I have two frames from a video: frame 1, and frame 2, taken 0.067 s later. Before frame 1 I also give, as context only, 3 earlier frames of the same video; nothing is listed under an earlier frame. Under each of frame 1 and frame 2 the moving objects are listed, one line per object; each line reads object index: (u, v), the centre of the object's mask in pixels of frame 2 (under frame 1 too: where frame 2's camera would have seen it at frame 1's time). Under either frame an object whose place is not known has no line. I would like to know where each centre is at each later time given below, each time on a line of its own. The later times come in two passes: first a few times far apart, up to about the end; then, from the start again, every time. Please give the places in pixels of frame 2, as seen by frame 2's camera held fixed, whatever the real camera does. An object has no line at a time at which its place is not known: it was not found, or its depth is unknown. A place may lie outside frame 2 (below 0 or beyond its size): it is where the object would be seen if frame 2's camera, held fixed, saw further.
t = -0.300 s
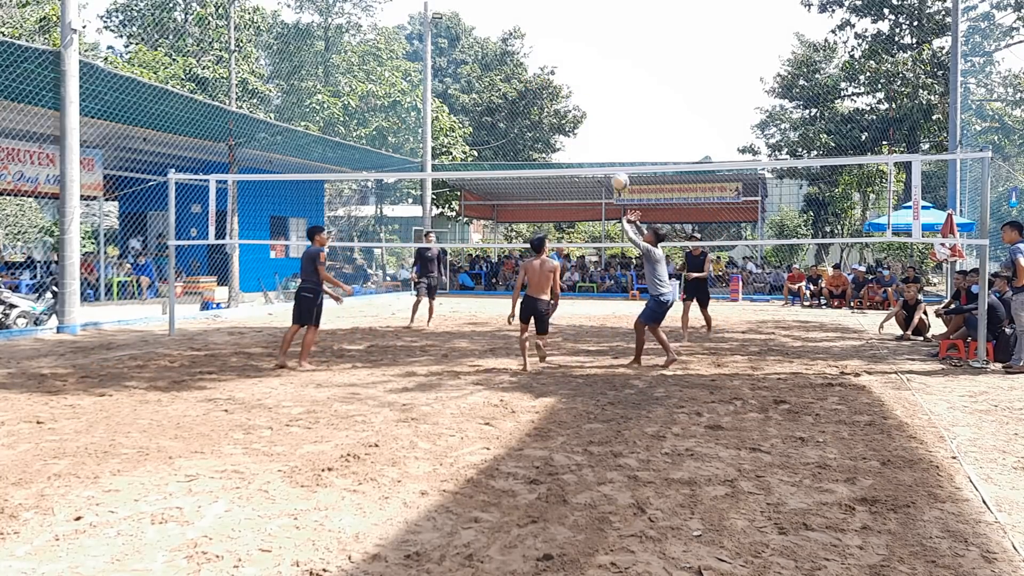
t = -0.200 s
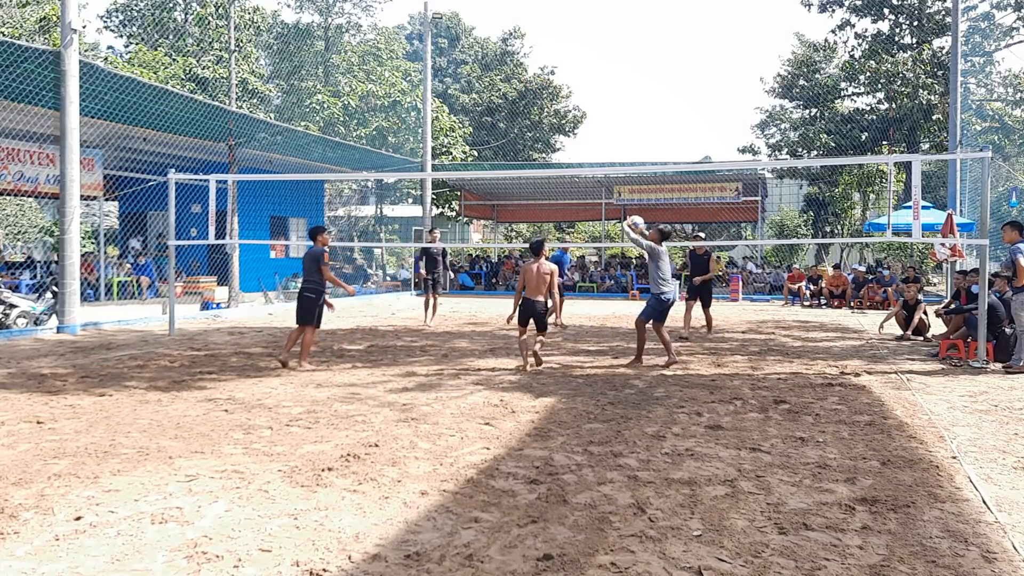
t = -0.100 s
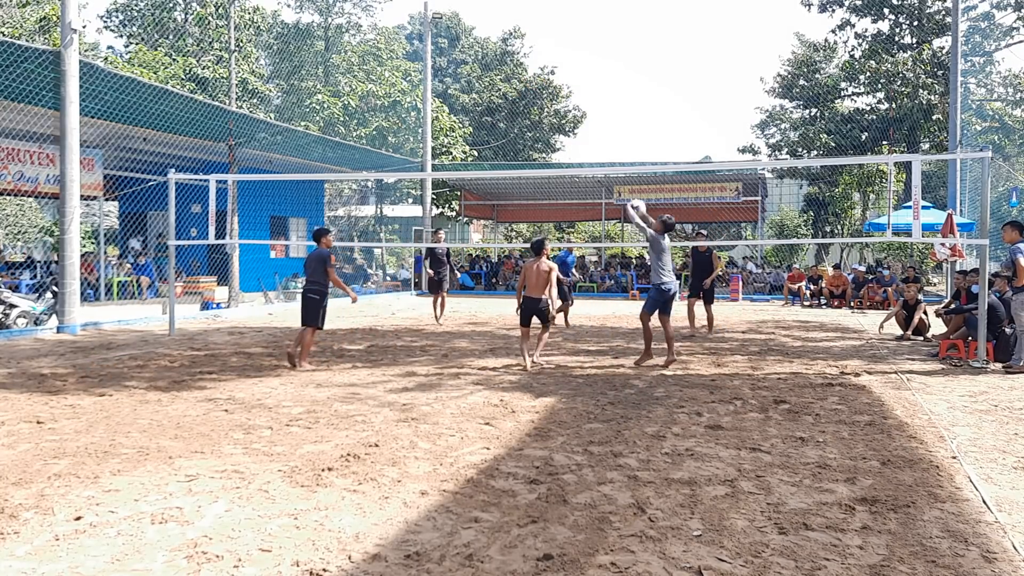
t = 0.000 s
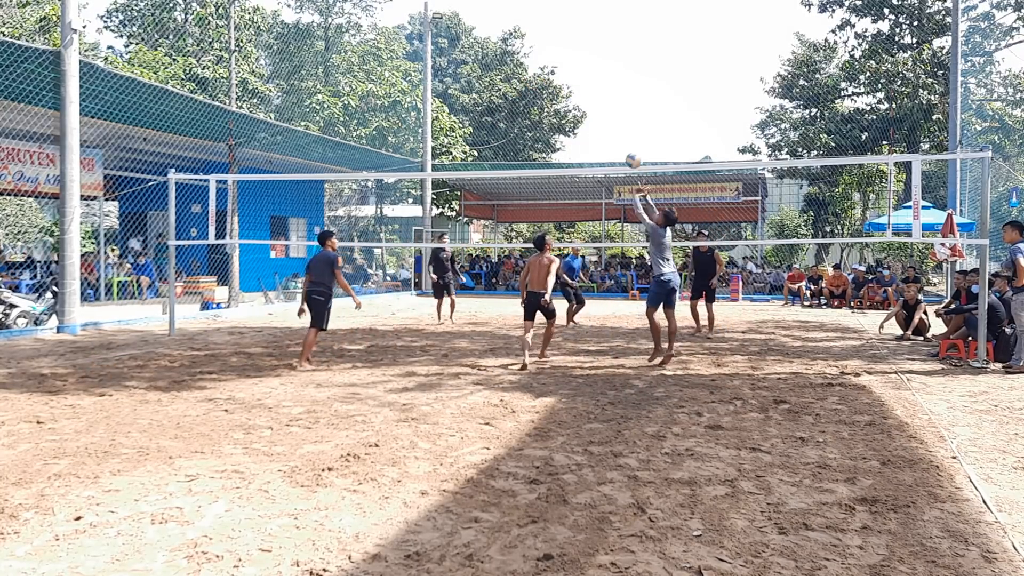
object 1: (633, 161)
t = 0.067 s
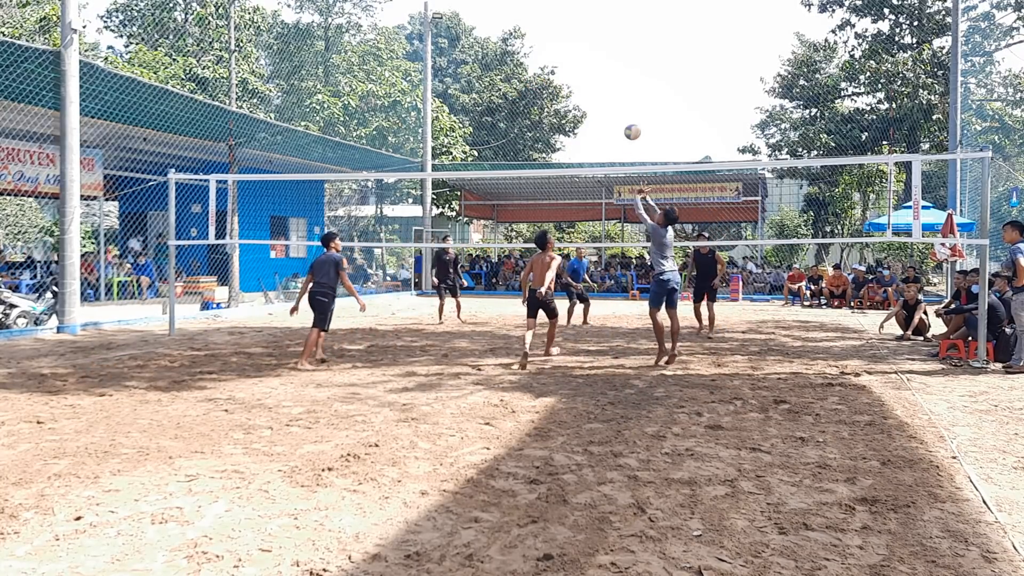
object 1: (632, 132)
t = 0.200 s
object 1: (629, 87)
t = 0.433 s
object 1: (621, 45)
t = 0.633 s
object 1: (617, 48)
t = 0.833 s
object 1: (612, 82)
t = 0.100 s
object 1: (631, 119)
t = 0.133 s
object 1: (630, 108)
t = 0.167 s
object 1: (629, 97)
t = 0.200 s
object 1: (629, 87)
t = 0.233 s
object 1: (627, 78)
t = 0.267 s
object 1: (627, 70)
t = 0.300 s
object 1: (626, 64)
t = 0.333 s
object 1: (625, 58)
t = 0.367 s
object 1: (624, 53)
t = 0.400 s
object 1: (623, 49)
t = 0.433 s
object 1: (621, 45)
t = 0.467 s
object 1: (620, 43)
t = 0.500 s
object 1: (619, 42)
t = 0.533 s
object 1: (618, 42)
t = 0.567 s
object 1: (617, 42)
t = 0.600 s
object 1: (616, 43)
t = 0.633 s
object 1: (617, 48)
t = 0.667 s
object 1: (617, 52)
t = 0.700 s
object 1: (615, 57)
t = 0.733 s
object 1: (614, 61)
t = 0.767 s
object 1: (613, 67)
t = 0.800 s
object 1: (612, 74)
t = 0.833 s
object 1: (612, 82)
